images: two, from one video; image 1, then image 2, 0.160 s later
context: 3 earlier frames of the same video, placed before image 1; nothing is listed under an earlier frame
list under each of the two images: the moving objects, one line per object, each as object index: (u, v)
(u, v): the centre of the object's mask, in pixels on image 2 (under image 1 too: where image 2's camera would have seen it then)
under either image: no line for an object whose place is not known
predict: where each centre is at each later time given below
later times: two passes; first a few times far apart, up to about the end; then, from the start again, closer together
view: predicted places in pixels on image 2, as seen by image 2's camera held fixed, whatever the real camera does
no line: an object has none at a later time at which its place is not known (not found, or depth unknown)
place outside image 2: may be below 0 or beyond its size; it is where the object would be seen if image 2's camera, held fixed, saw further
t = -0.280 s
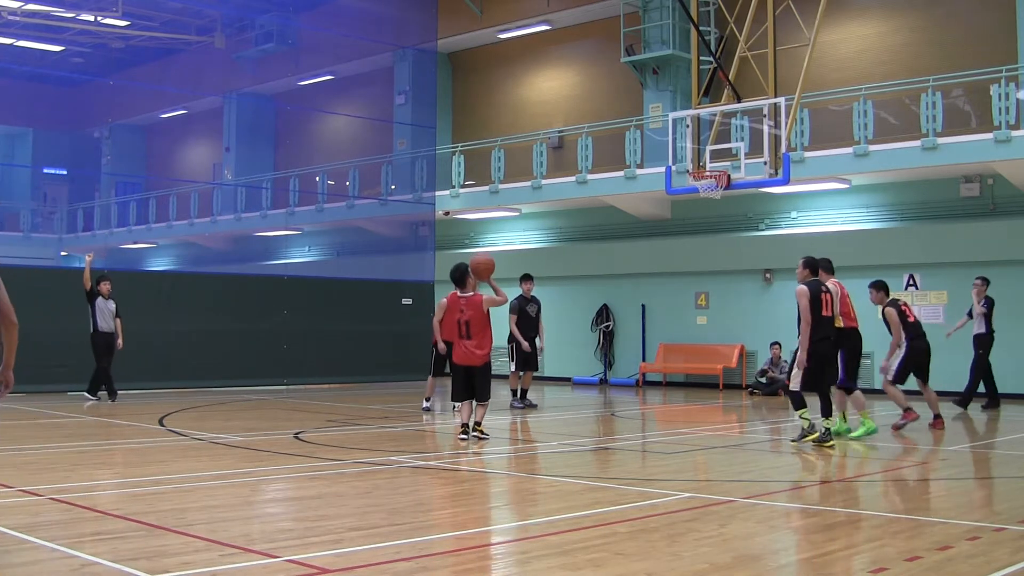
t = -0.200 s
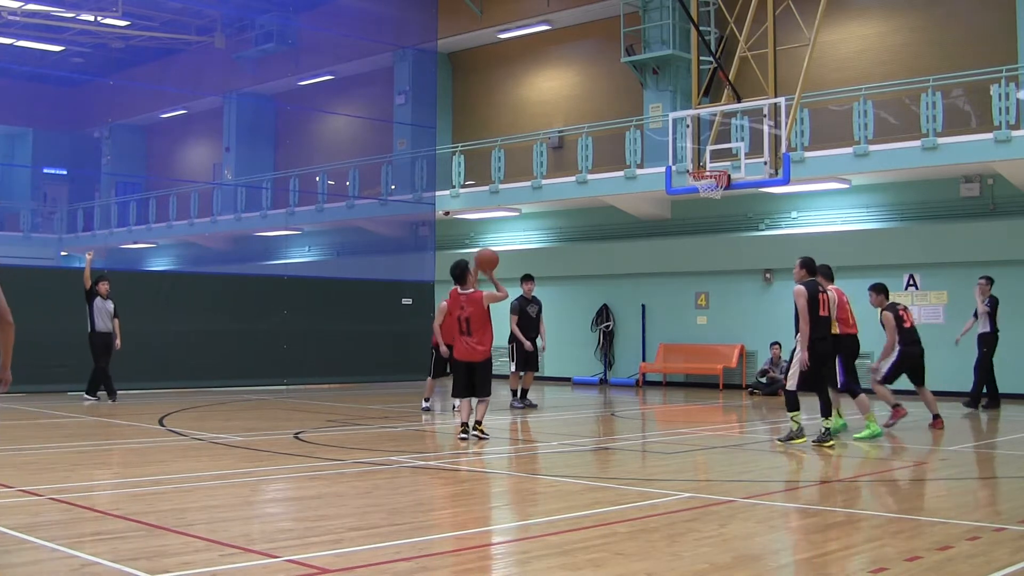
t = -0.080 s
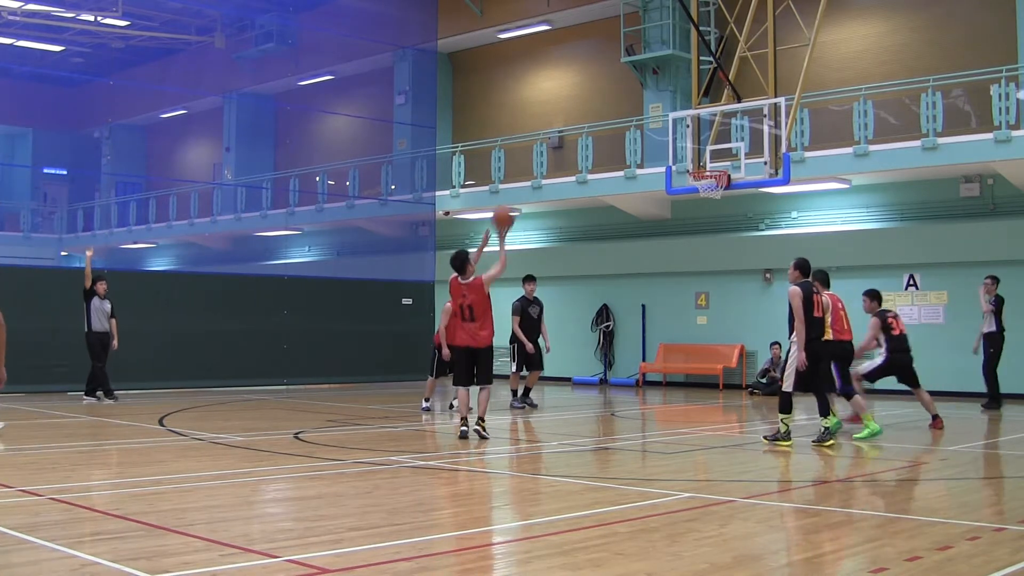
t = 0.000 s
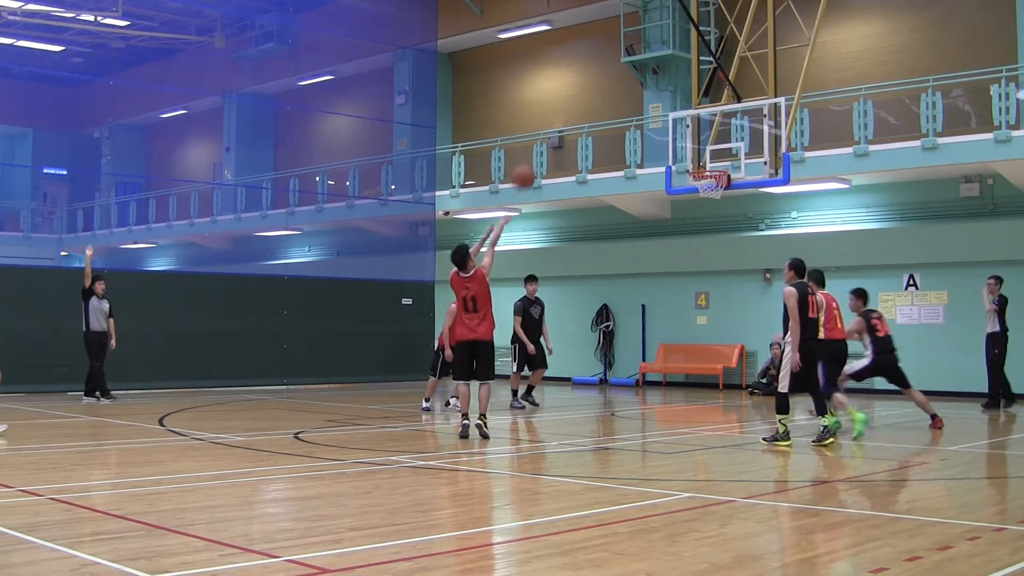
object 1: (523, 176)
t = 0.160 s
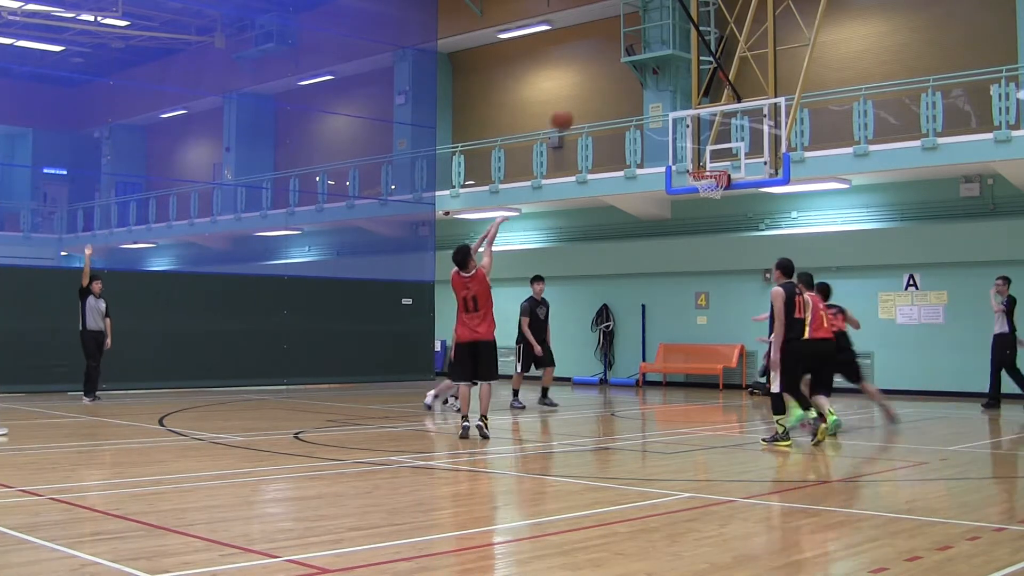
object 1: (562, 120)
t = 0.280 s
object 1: (588, 95)
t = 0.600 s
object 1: (650, 88)
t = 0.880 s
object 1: (697, 146)
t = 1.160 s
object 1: (707, 186)
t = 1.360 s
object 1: (705, 202)
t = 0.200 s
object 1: (570, 110)
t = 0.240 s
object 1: (579, 102)
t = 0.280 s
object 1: (588, 95)
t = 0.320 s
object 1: (596, 89)
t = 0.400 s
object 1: (613, 82)
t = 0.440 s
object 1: (620, 80)
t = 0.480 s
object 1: (628, 80)
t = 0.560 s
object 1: (642, 84)
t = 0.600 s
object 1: (650, 88)
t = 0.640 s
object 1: (657, 93)
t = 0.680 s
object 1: (664, 99)
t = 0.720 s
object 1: (671, 106)
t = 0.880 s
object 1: (697, 146)
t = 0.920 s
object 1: (703, 160)
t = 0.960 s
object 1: (710, 170)
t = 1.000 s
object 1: (715, 176)
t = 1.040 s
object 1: (709, 184)
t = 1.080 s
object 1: (709, 186)
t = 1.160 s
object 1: (707, 186)
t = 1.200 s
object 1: (707, 187)
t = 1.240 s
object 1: (706, 190)
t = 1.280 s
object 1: (705, 193)
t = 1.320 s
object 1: (706, 199)
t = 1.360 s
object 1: (705, 202)
